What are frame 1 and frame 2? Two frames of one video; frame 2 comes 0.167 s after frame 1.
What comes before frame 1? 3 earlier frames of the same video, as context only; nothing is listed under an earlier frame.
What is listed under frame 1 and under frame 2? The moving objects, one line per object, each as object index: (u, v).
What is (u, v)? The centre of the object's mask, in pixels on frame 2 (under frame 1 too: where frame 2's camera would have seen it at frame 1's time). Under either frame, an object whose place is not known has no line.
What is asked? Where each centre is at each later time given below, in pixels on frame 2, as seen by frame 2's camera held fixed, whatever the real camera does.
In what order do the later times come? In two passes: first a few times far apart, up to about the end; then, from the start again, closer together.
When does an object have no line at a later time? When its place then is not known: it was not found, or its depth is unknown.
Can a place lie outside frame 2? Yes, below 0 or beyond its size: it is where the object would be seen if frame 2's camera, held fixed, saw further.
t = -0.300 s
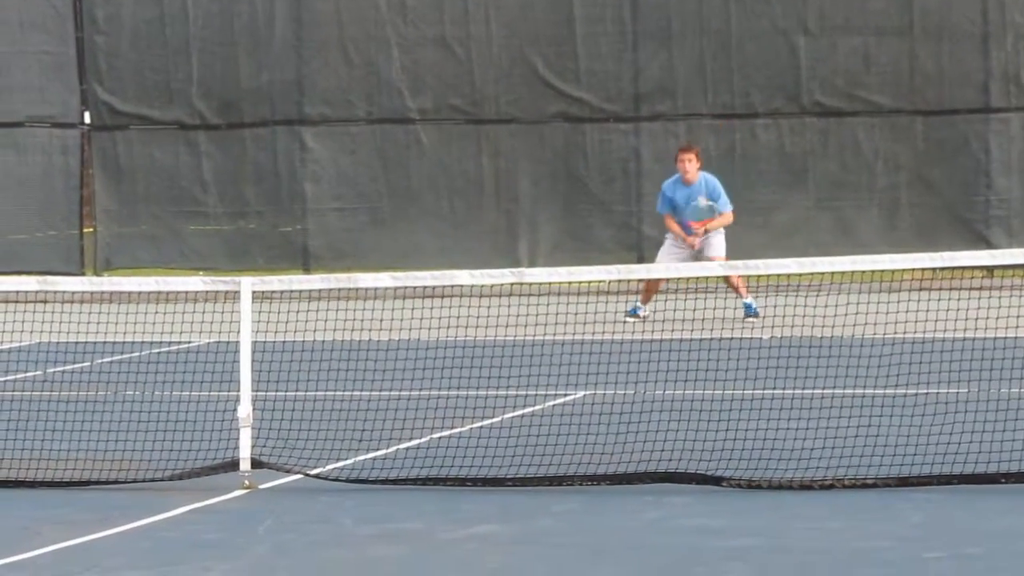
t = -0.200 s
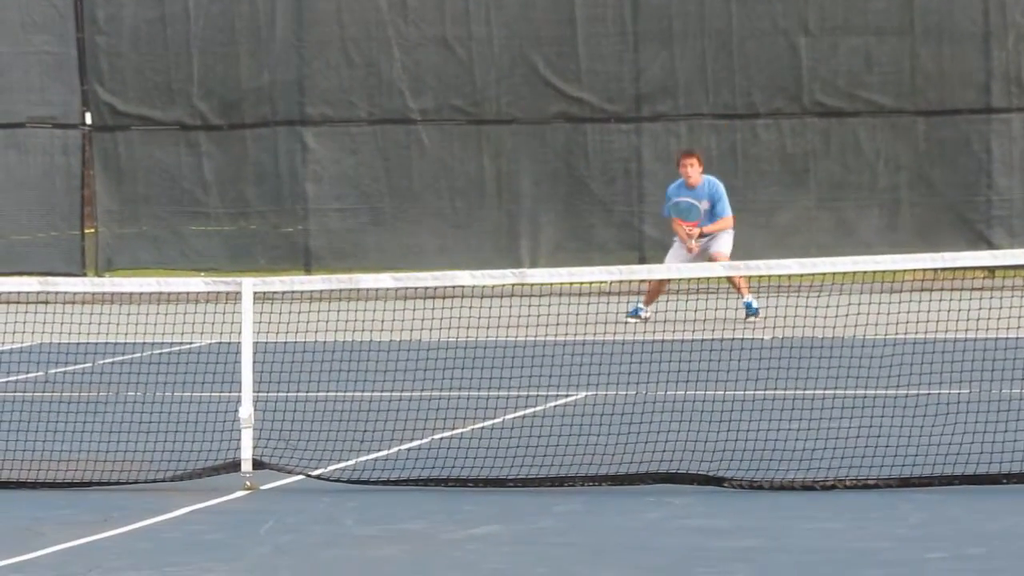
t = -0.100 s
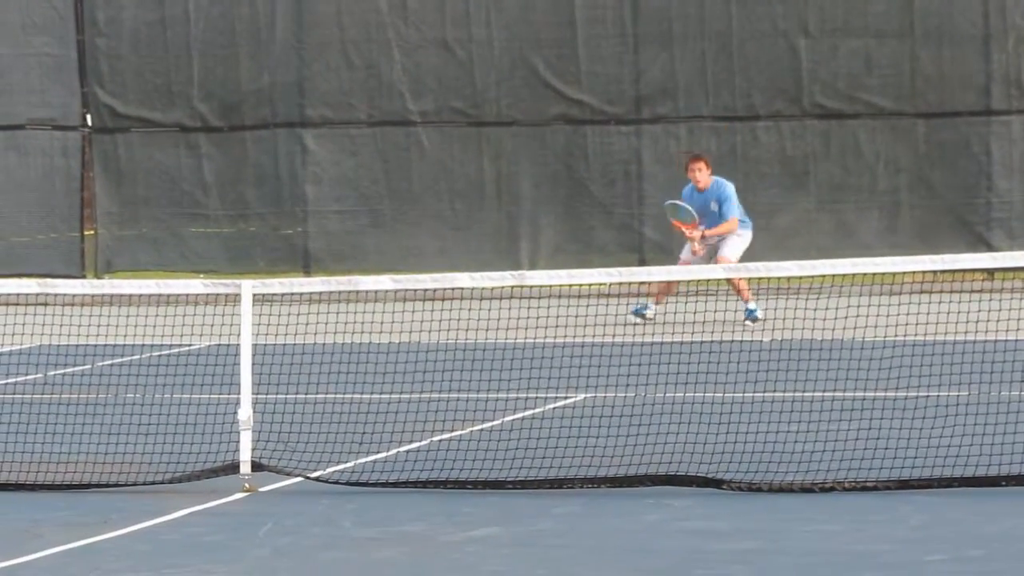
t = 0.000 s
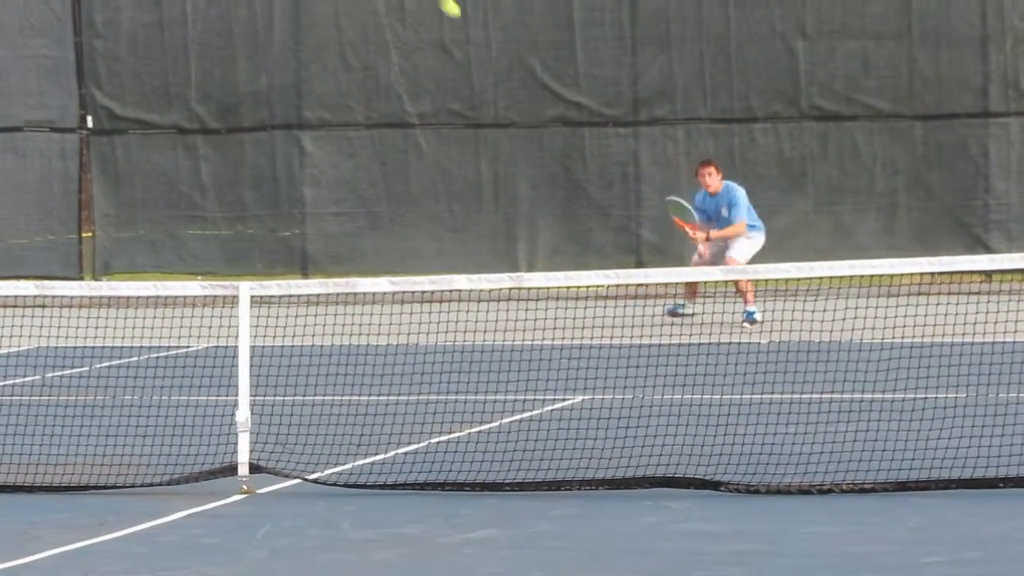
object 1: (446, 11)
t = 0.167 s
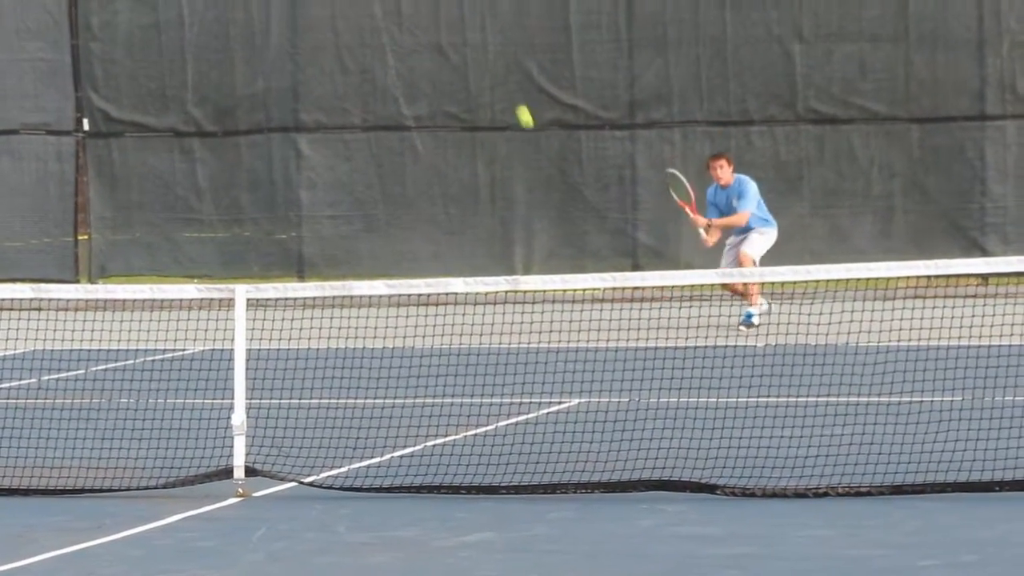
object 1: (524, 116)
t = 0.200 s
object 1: (537, 140)
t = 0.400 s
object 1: (604, 298)
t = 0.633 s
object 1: (639, 245)
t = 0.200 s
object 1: (537, 140)
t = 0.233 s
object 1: (550, 165)
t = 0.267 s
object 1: (560, 190)
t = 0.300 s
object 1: (572, 216)
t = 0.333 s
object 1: (582, 243)
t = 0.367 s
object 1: (591, 266)
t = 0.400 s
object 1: (604, 298)
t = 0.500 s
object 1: (623, 339)
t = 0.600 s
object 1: (636, 263)
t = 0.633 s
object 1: (639, 245)
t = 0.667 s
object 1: (643, 227)
